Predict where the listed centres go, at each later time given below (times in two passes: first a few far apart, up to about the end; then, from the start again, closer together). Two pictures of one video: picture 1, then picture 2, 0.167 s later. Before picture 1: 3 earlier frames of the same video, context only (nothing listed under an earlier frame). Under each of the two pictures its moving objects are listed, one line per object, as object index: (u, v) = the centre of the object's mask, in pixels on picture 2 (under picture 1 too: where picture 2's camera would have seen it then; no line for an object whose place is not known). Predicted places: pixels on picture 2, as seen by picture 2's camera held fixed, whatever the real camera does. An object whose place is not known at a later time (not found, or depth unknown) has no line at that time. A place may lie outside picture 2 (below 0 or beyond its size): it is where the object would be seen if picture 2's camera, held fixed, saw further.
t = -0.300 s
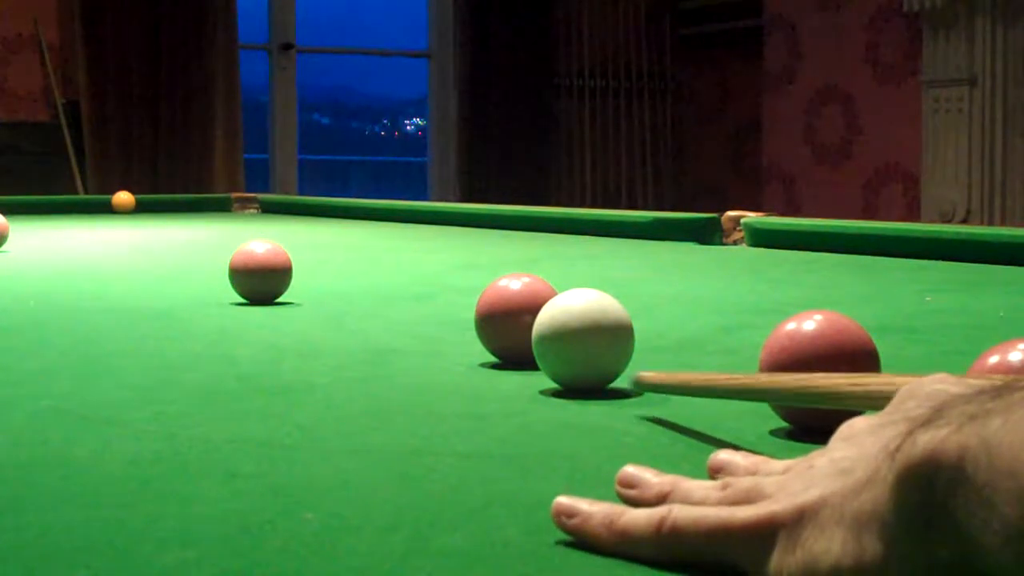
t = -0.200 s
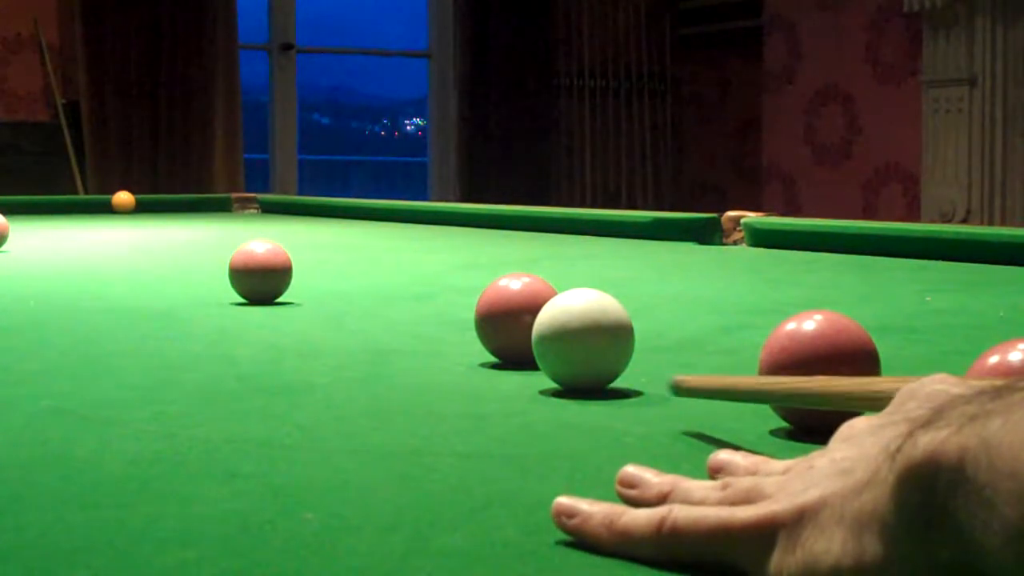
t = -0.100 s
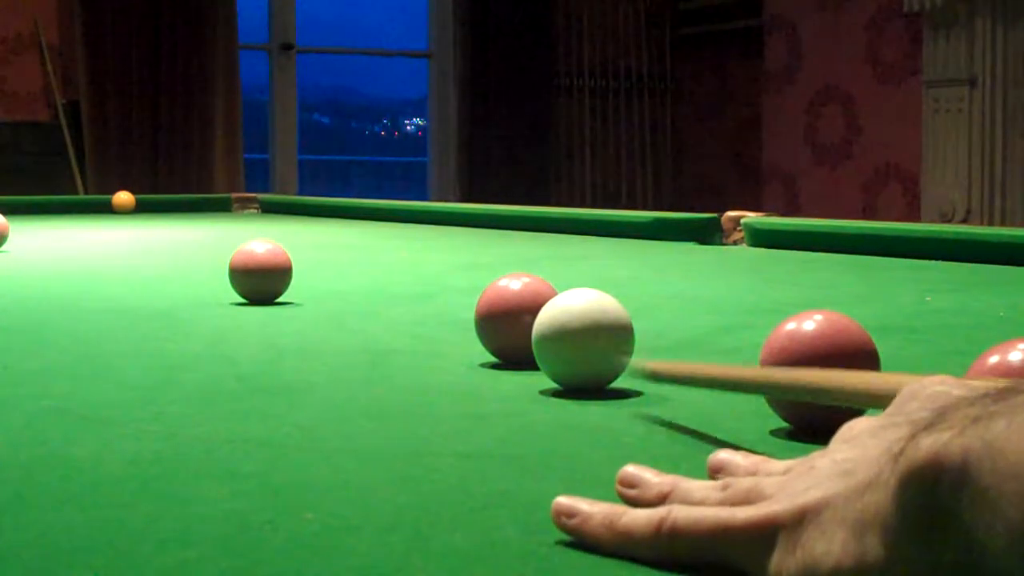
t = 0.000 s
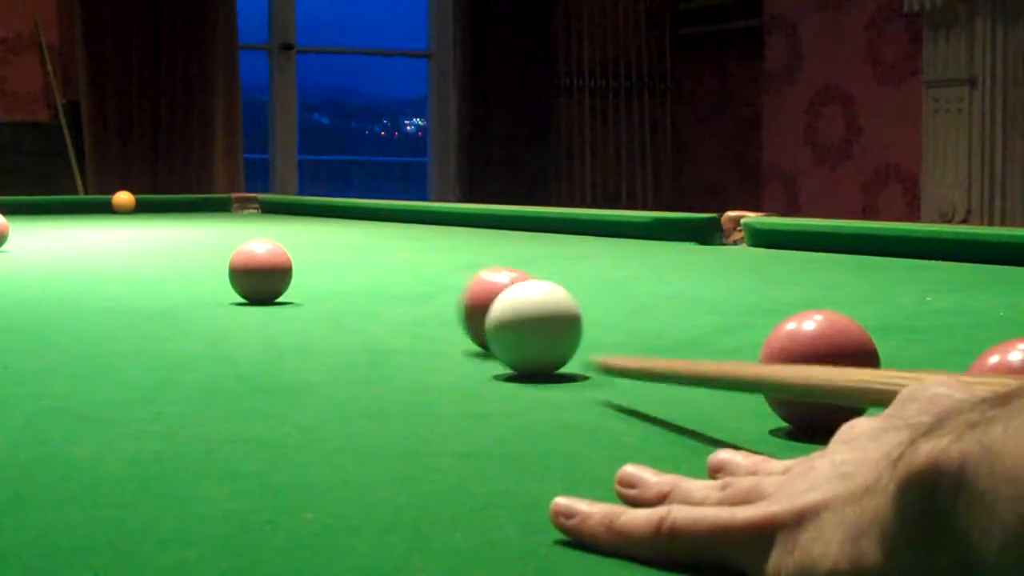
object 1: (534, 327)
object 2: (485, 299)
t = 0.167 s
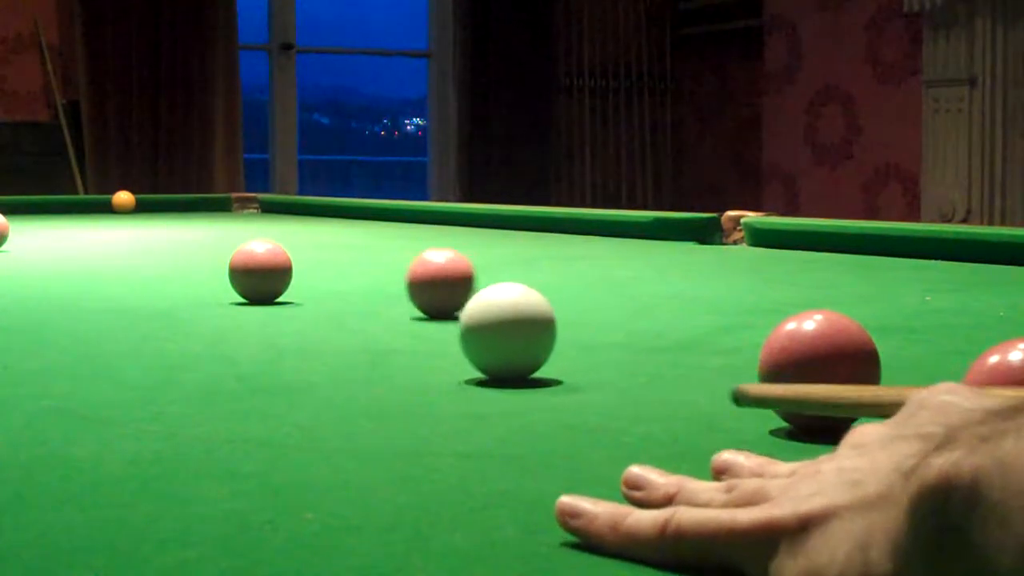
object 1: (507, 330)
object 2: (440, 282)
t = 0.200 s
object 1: (502, 331)
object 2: (431, 279)
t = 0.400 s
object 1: (472, 335)
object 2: (389, 259)
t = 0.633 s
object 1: (442, 339)
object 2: (355, 243)
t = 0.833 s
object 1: (418, 341)
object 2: (333, 234)
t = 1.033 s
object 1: (398, 342)
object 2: (316, 227)
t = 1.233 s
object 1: (389, 343)
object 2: (303, 220)
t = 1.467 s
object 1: (388, 343)
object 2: (290, 215)
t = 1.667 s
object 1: (388, 343)
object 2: (281, 212)
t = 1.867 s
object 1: (388, 343)
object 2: (274, 208)
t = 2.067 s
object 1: (388, 343)
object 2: (267, 206)
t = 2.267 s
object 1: (388, 343)
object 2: (261, 204)
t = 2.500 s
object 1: (388, 343)
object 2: (251, 201)
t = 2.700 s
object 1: (388, 343)
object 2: (224, 200)
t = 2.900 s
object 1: (388, 343)
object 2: (244, 201)
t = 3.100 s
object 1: (388, 343)
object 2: (238, 201)
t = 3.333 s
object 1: (388, 343)
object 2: (231, 202)
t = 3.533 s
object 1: (388, 343)
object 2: (227, 202)
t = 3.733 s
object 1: (388, 343)
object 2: (222, 202)
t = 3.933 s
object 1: (388, 343)
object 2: (220, 202)
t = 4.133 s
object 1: (388, 343)
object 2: (216, 203)
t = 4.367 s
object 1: (388, 343)
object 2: (215, 203)
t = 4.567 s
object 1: (388, 343)
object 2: (215, 203)
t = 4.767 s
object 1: (388, 343)
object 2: (215, 203)
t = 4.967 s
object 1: (388, 343)
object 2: (215, 203)
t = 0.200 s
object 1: (502, 331)
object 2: (431, 279)
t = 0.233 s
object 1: (497, 332)
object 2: (423, 274)
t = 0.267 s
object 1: (492, 332)
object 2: (415, 271)
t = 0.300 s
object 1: (487, 334)
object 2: (408, 268)
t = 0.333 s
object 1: (482, 334)
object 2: (401, 264)
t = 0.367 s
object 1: (477, 334)
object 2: (395, 262)
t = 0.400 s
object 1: (472, 335)
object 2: (389, 259)
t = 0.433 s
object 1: (468, 336)
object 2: (384, 256)
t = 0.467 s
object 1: (463, 336)
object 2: (378, 254)
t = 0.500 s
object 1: (459, 337)
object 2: (373, 252)
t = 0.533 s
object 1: (454, 337)
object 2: (368, 249)
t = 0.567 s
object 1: (450, 338)
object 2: (364, 247)
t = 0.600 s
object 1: (446, 339)
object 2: (359, 246)
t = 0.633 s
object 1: (442, 339)
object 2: (355, 243)
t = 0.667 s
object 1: (438, 340)
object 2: (351, 242)
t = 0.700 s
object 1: (433, 340)
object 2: (347, 240)
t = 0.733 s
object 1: (430, 340)
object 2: (343, 238)
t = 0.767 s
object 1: (426, 341)
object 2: (340, 237)
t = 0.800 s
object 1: (422, 341)
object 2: (336, 236)
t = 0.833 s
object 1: (418, 341)
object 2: (333, 234)
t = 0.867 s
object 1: (414, 342)
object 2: (330, 232)
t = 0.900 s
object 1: (411, 342)
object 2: (327, 231)
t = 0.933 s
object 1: (407, 342)
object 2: (324, 230)
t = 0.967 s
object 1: (404, 342)
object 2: (321, 229)
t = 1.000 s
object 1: (401, 342)
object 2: (319, 227)
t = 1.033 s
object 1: (398, 342)
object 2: (316, 227)
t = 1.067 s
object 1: (396, 343)
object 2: (314, 225)
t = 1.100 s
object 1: (394, 343)
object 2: (311, 225)
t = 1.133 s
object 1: (393, 343)
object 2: (309, 224)
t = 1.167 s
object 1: (391, 343)
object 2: (307, 222)
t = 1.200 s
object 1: (390, 343)
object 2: (305, 221)
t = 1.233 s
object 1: (389, 343)
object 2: (303, 220)
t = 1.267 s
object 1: (388, 343)
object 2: (301, 220)
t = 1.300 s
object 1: (388, 343)
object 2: (299, 219)
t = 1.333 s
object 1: (388, 343)
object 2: (297, 218)
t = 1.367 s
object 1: (388, 343)
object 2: (295, 217)
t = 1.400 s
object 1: (388, 343)
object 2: (293, 217)
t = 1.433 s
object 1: (388, 343)
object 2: (292, 216)
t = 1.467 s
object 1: (388, 343)
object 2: (290, 215)
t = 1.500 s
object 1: (388, 343)
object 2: (288, 214)
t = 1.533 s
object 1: (388, 343)
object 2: (287, 214)
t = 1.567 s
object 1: (388, 343)
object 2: (285, 213)
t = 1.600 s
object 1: (388, 343)
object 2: (284, 213)
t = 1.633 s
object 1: (388, 343)
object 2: (282, 212)
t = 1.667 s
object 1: (388, 343)
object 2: (281, 212)
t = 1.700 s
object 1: (388, 343)
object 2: (280, 211)
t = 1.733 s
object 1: (388, 343)
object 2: (278, 211)
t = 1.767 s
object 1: (388, 343)
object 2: (277, 210)
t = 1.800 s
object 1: (388, 343)
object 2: (276, 210)
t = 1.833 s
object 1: (388, 343)
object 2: (275, 209)
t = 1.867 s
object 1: (388, 343)
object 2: (274, 208)
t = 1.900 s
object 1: (388, 343)
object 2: (272, 208)
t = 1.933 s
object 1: (388, 343)
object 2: (271, 208)
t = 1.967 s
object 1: (388, 343)
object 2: (270, 207)
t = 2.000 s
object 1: (388, 343)
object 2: (269, 207)
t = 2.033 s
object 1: (388, 343)
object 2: (268, 206)
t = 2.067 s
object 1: (388, 343)
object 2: (267, 206)
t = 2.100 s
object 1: (388, 343)
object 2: (266, 205)
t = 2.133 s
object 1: (388, 343)
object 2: (265, 205)
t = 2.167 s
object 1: (388, 343)
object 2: (264, 205)
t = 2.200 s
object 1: (388, 343)
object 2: (263, 204)
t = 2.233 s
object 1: (388, 343)
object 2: (262, 204)
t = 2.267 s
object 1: (388, 343)
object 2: (261, 204)
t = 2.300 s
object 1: (388, 343)
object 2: (260, 203)
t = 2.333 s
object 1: (388, 343)
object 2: (259, 203)
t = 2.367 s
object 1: (388, 343)
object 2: (258, 203)
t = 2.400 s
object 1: (388, 343)
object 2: (257, 202)
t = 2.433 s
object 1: (388, 343)
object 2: (256, 202)
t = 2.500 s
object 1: (388, 343)
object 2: (251, 201)
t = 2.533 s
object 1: (388, 343)
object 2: (245, 201)
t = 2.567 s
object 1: (388, 343)
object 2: (239, 200)
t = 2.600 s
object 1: (388, 343)
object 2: (233, 200)
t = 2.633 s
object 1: (388, 343)
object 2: (228, 200)
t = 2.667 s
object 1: (388, 343)
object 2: (222, 200)
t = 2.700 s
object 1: (388, 343)
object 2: (224, 200)
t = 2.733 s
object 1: (388, 343)
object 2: (228, 200)
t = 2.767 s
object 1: (388, 343)
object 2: (232, 200)
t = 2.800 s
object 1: (388, 343)
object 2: (236, 200)
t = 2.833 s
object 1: (388, 343)
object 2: (239, 200)
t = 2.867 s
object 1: (388, 344)
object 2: (243, 201)
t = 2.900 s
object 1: (388, 343)
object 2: (244, 201)
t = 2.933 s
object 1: (388, 343)
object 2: (243, 201)
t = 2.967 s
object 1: (388, 344)
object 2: (242, 201)
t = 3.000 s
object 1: (388, 343)
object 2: (241, 201)
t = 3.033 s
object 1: (388, 343)
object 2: (240, 201)
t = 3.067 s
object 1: (388, 343)
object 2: (239, 201)
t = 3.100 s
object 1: (388, 343)
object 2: (238, 201)
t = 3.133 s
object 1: (388, 343)
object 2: (237, 201)
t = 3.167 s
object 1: (388, 343)
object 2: (236, 201)
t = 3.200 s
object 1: (388, 343)
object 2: (236, 201)
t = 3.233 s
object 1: (388, 343)
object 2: (234, 201)
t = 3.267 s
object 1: (388, 343)
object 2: (233, 201)
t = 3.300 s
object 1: (388, 343)
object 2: (232, 202)
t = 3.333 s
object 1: (388, 343)
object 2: (231, 202)
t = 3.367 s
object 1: (388, 343)
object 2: (230, 201)
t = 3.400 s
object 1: (388, 343)
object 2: (230, 201)
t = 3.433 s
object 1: (388, 343)
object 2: (229, 202)
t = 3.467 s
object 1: (388, 343)
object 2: (229, 202)
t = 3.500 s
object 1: (388, 343)
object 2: (228, 202)
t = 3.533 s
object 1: (388, 343)
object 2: (227, 202)
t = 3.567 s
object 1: (388, 343)
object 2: (226, 202)
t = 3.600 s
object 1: (388, 343)
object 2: (225, 202)
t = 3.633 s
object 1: (388, 343)
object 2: (224, 202)
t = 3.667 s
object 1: (388, 343)
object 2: (224, 202)
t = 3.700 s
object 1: (388, 343)
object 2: (223, 202)
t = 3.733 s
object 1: (388, 343)
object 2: (222, 202)
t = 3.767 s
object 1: (388, 343)
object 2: (222, 202)
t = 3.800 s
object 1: (388, 343)
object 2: (222, 202)
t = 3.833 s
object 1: (388, 343)
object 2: (221, 202)
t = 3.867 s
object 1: (388, 343)
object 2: (220, 202)
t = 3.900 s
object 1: (388, 343)
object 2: (219, 202)
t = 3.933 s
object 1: (388, 343)
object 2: (220, 202)
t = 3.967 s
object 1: (388, 343)
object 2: (218, 203)
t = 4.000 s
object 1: (388, 343)
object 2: (218, 203)
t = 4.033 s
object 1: (388, 343)
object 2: (218, 203)
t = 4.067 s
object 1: (388, 343)
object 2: (218, 203)
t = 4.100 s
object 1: (388, 343)
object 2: (217, 203)
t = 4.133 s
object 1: (388, 343)
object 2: (216, 203)
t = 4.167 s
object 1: (388, 343)
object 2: (216, 203)
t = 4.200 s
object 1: (388, 343)
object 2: (216, 203)
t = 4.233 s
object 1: (388, 343)
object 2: (215, 203)
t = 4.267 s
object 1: (388, 343)
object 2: (215, 203)
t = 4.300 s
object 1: (388, 343)
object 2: (215, 203)
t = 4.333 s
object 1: (388, 343)
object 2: (215, 203)
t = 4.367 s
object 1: (388, 343)
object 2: (215, 203)
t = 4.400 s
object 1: (388, 343)
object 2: (215, 203)
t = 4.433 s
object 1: (388, 343)
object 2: (215, 203)
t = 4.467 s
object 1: (388, 343)
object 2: (215, 203)
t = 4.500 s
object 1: (388, 343)
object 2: (215, 203)
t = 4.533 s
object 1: (388, 343)
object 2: (215, 203)
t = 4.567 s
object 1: (388, 343)
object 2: (215, 203)
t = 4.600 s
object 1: (388, 343)
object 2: (215, 203)
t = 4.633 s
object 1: (388, 343)
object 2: (215, 203)
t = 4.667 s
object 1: (388, 343)
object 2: (214, 203)
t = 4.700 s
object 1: (388, 343)
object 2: (215, 203)
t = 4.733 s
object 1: (388, 343)
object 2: (214, 203)
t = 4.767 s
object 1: (388, 343)
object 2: (215, 203)
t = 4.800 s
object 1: (388, 343)
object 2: (214, 203)
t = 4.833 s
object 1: (388, 343)
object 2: (214, 203)
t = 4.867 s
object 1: (388, 343)
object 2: (215, 203)
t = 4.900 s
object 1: (388, 343)
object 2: (215, 203)
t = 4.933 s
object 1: (388, 343)
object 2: (215, 203)
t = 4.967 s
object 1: (388, 343)
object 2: (215, 203)
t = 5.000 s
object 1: (388, 343)
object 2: (215, 203)
